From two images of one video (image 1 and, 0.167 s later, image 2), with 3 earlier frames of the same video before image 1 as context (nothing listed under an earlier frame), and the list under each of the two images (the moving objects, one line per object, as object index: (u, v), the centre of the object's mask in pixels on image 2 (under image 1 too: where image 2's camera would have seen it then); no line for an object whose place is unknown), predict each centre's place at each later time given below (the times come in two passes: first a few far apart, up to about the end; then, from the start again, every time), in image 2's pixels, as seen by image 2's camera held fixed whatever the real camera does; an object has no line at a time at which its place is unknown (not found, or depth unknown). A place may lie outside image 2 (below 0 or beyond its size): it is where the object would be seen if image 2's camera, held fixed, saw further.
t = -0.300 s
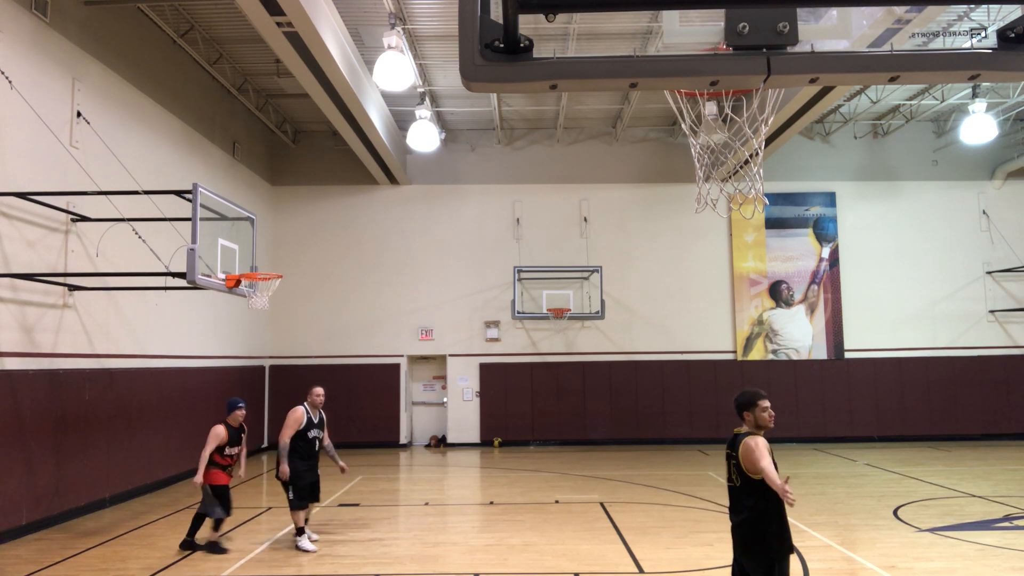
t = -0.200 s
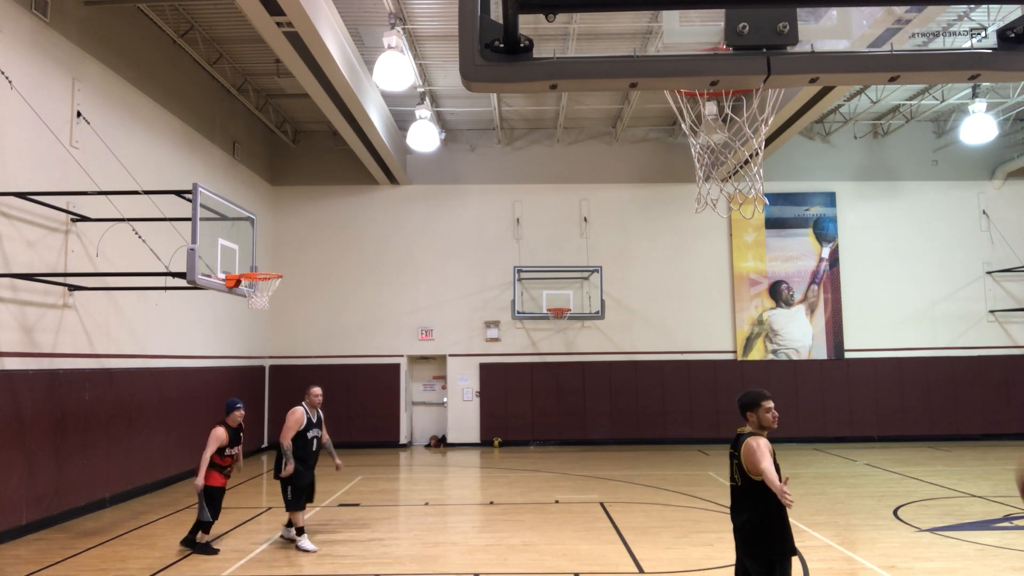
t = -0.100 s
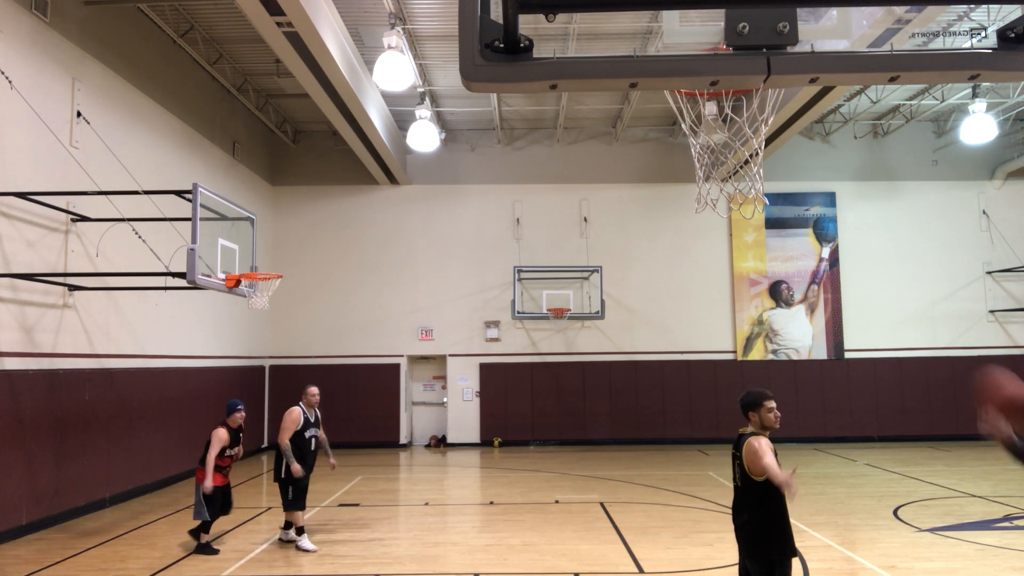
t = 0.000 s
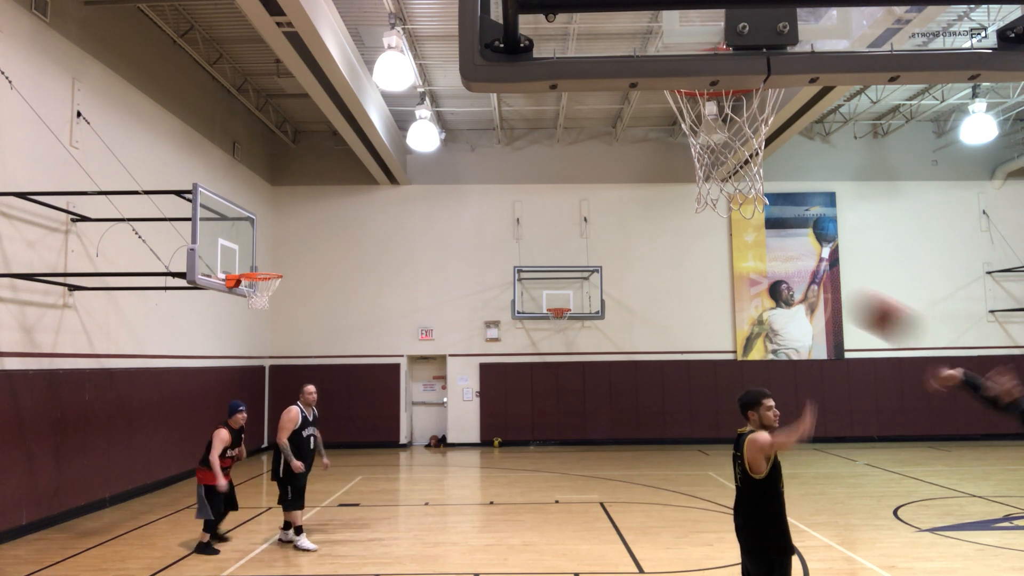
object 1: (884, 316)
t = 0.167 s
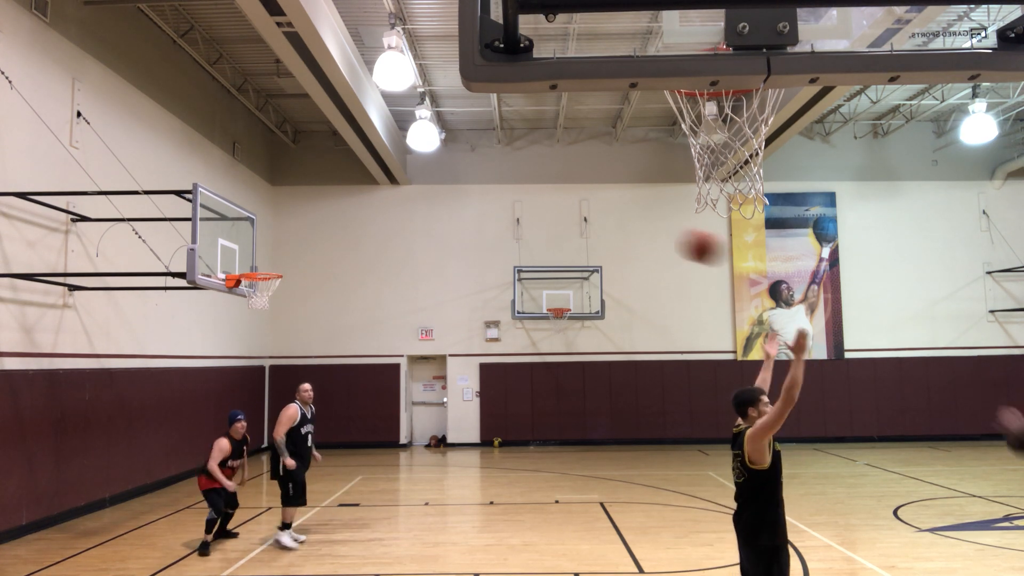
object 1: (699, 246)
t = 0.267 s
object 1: (627, 233)
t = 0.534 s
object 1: (493, 255)
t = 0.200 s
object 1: (673, 239)
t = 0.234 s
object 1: (650, 236)
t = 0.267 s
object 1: (627, 233)
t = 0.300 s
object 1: (606, 232)
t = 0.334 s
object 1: (586, 233)
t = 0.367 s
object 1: (568, 234)
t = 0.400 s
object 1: (552, 236)
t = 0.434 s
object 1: (535, 240)
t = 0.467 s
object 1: (520, 244)
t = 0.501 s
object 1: (506, 249)
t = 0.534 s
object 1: (493, 255)
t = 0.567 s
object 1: (480, 262)
